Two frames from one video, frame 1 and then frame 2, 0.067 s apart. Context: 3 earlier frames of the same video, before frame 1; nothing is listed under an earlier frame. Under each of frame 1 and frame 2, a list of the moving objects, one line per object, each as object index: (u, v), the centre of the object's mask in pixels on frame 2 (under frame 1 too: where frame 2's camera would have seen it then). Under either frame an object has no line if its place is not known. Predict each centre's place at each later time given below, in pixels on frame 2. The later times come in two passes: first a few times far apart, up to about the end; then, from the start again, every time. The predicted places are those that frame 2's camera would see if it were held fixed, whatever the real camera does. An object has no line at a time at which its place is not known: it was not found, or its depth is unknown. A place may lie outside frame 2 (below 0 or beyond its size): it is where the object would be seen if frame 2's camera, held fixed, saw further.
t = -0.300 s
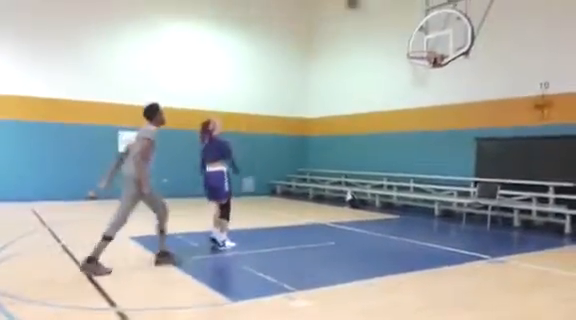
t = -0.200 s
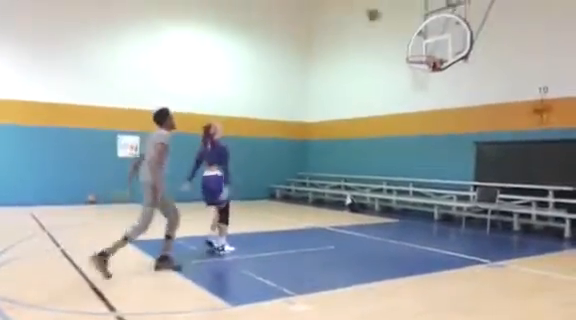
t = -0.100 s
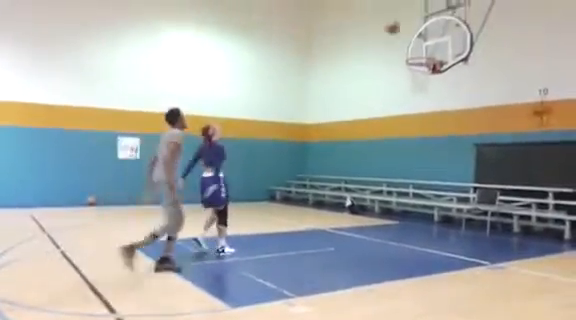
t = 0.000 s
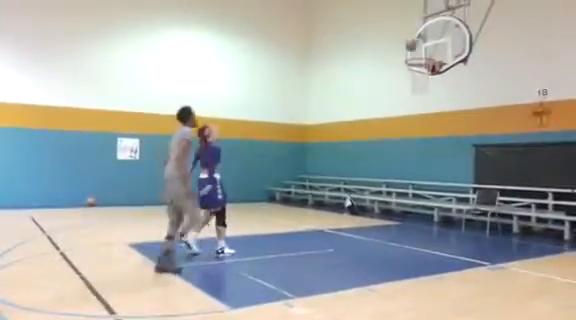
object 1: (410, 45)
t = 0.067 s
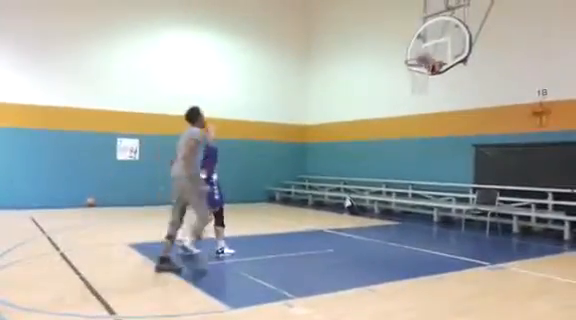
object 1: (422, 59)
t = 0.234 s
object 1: (414, 44)
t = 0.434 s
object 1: (410, 37)
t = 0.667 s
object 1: (405, 54)
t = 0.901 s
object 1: (396, 58)
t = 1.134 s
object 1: (387, 93)
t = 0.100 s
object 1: (422, 58)
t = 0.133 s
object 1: (417, 55)
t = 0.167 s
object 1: (416, 53)
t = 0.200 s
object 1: (415, 47)
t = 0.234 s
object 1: (414, 44)
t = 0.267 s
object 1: (414, 41)
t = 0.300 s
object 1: (413, 40)
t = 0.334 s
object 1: (412, 38)
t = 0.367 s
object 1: (411, 37)
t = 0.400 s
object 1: (410, 37)
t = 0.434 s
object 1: (410, 37)
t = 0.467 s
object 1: (410, 38)
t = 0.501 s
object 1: (409, 39)
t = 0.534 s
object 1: (408, 42)
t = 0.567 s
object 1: (407, 44)
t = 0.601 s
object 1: (406, 48)
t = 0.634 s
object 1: (406, 52)
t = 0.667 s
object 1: (405, 54)
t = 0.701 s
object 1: (404, 53)
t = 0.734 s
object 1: (403, 52)
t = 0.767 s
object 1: (401, 52)
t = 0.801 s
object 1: (400, 52)
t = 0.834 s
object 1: (399, 53)
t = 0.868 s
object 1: (398, 55)
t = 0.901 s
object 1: (396, 58)
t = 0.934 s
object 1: (395, 61)
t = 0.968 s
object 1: (393, 64)
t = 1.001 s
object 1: (392, 68)
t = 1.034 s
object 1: (390, 74)
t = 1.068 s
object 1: (390, 79)
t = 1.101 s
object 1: (388, 85)
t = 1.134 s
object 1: (387, 93)
